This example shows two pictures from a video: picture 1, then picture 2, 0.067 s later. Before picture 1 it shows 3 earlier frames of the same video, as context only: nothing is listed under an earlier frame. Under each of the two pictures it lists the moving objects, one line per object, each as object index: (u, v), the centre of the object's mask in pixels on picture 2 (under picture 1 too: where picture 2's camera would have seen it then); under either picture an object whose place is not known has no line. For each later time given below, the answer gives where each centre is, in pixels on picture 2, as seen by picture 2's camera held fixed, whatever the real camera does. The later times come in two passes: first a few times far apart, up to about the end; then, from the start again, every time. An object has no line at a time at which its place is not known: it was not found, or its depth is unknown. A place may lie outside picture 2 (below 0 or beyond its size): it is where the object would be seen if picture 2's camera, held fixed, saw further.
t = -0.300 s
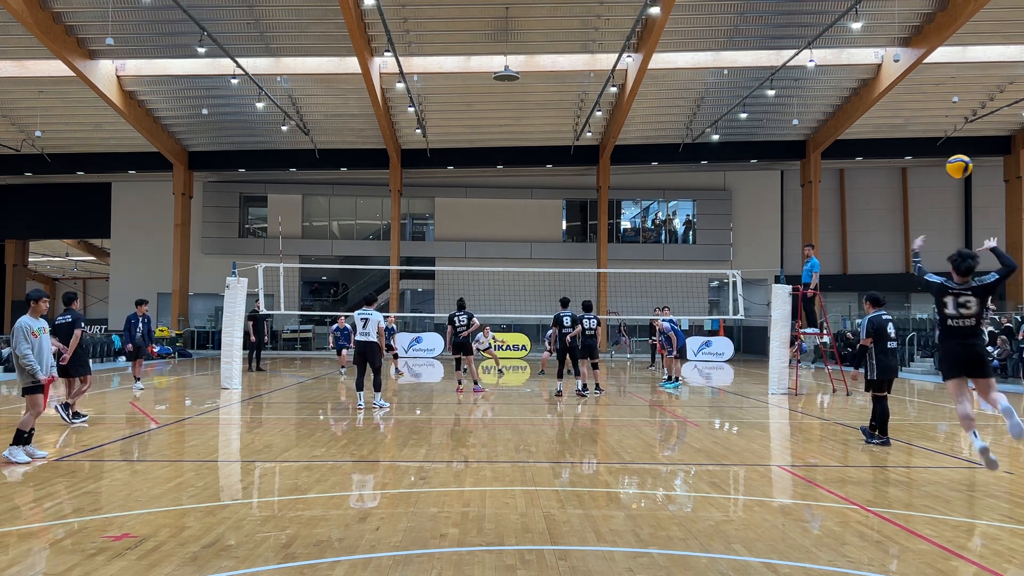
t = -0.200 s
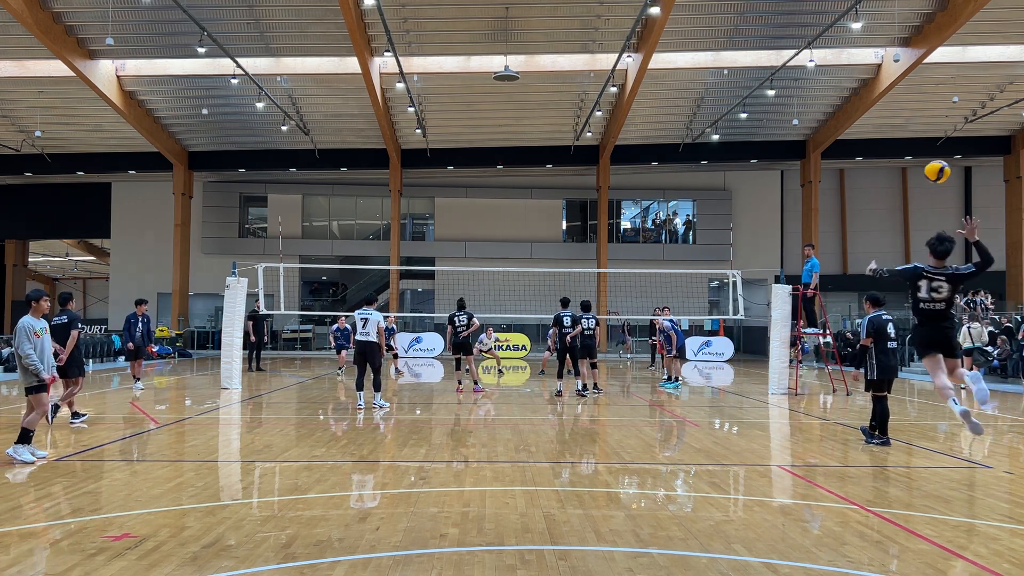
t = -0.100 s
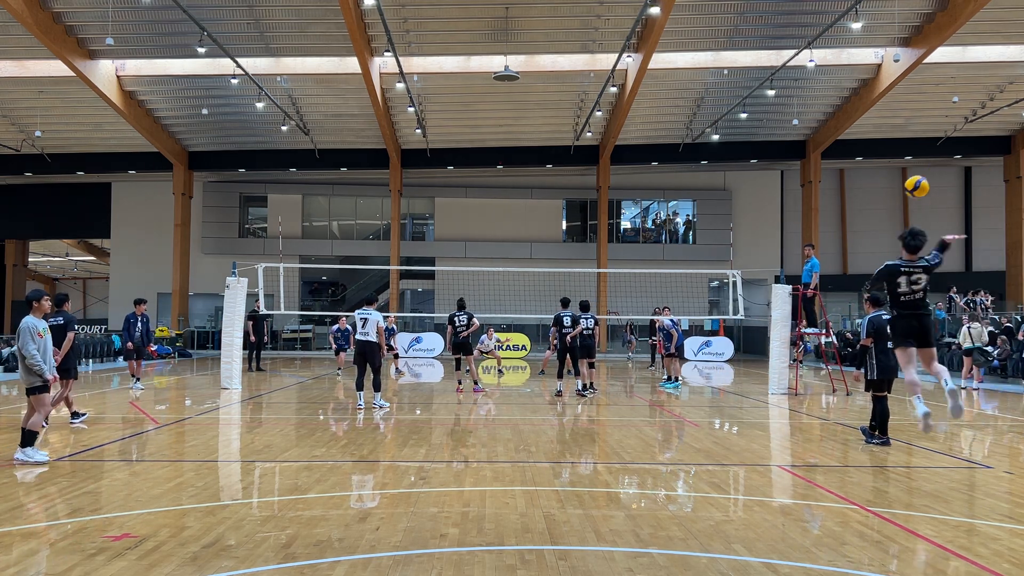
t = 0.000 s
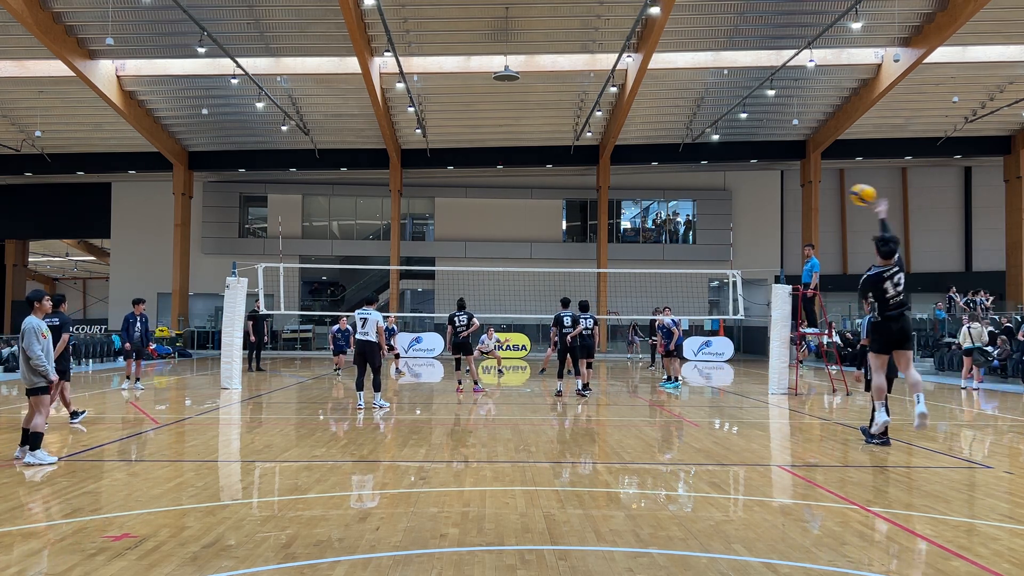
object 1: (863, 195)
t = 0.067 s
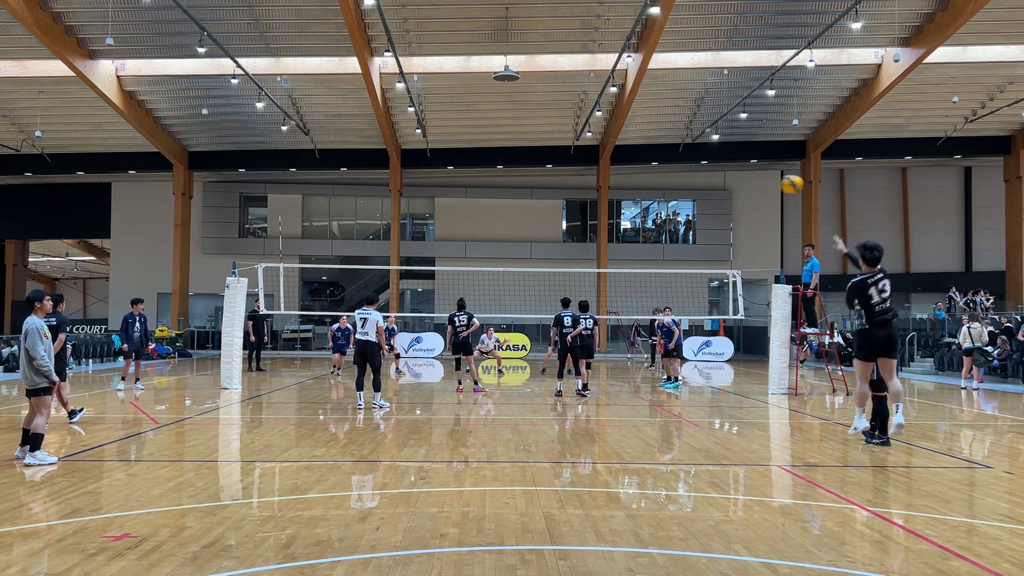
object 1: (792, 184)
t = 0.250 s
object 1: (657, 176)
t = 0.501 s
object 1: (548, 200)
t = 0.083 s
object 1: (776, 182)
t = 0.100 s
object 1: (762, 181)
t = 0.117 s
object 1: (748, 180)
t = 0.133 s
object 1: (734, 179)
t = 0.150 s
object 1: (722, 178)
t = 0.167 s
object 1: (709, 177)
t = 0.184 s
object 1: (698, 177)
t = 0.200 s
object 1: (687, 176)
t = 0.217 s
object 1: (676, 176)
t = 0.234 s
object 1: (667, 176)
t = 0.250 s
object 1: (657, 176)
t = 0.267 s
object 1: (648, 177)
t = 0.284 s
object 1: (639, 177)
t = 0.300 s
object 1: (630, 178)
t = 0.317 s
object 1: (622, 180)
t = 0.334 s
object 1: (614, 181)
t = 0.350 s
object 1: (606, 182)
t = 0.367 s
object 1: (599, 184)
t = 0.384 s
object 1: (592, 185)
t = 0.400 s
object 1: (585, 187)
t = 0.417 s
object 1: (578, 189)
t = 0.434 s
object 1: (572, 191)
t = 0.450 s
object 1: (566, 193)
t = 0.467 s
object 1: (560, 195)
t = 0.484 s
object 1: (554, 197)
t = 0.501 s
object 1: (548, 200)
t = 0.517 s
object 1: (543, 202)
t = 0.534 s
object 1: (537, 204)
